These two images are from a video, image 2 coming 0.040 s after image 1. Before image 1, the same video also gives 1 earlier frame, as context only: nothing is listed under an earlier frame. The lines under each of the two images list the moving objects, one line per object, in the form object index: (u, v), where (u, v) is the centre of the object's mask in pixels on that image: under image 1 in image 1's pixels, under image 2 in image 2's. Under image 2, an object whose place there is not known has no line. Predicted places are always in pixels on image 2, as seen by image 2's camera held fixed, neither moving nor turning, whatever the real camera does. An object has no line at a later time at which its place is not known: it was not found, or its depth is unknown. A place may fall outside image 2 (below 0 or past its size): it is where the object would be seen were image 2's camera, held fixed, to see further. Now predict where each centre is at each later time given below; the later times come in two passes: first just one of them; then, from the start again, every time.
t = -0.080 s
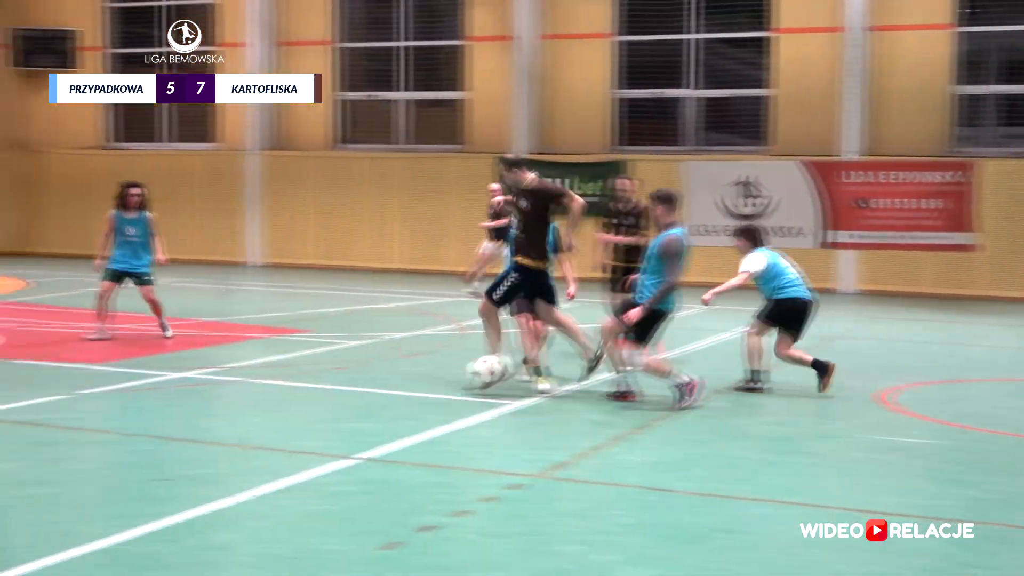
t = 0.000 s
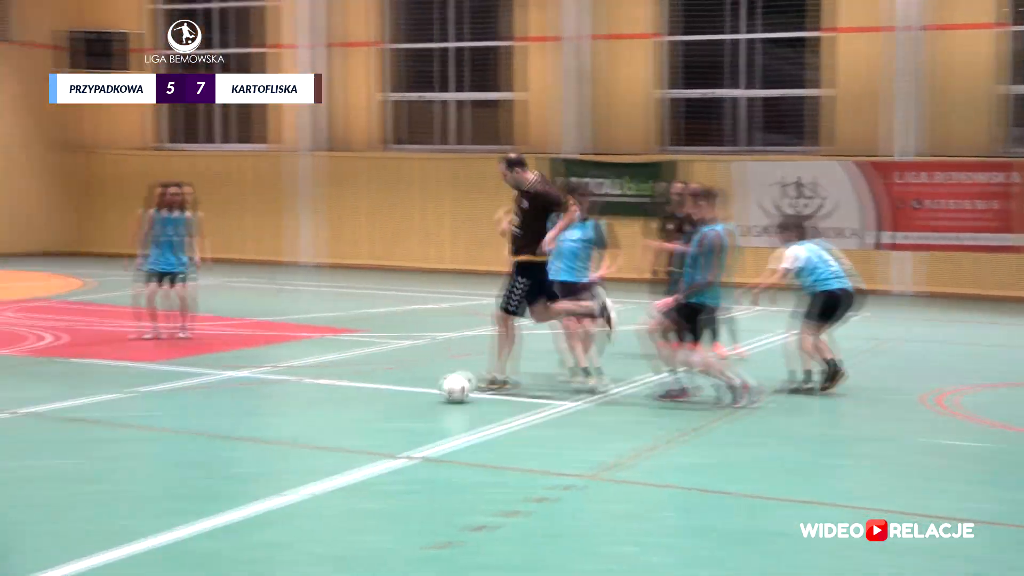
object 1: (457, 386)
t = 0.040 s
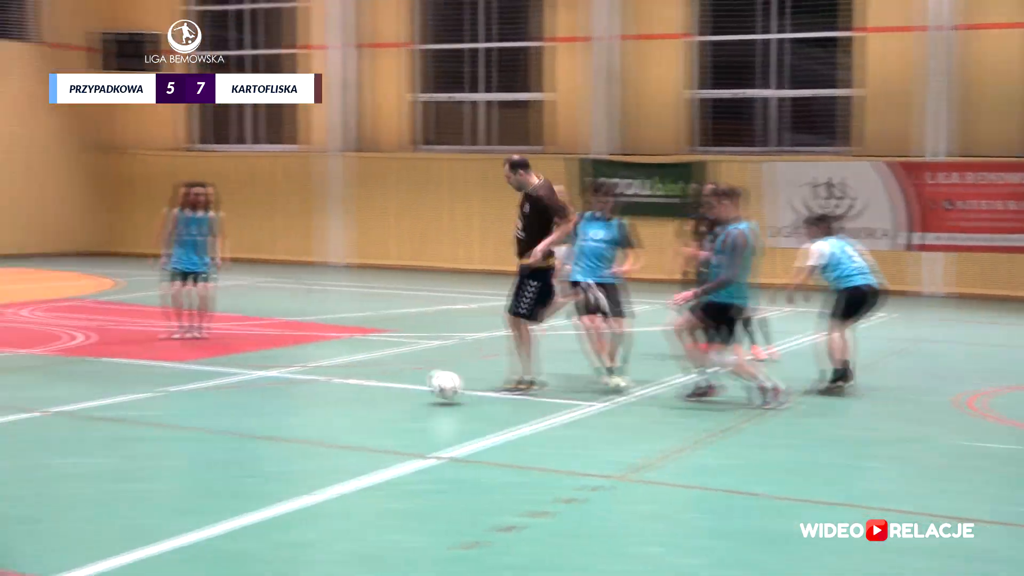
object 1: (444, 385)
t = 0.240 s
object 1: (244, 394)
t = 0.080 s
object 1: (406, 381)
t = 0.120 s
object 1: (366, 381)
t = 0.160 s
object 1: (326, 383)
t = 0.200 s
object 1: (284, 387)
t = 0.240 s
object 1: (244, 394)
